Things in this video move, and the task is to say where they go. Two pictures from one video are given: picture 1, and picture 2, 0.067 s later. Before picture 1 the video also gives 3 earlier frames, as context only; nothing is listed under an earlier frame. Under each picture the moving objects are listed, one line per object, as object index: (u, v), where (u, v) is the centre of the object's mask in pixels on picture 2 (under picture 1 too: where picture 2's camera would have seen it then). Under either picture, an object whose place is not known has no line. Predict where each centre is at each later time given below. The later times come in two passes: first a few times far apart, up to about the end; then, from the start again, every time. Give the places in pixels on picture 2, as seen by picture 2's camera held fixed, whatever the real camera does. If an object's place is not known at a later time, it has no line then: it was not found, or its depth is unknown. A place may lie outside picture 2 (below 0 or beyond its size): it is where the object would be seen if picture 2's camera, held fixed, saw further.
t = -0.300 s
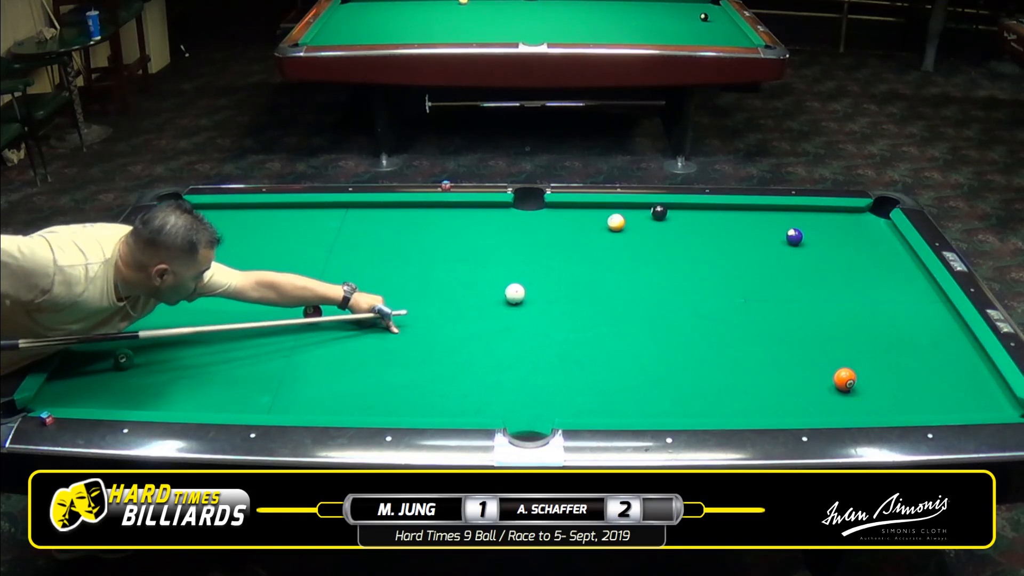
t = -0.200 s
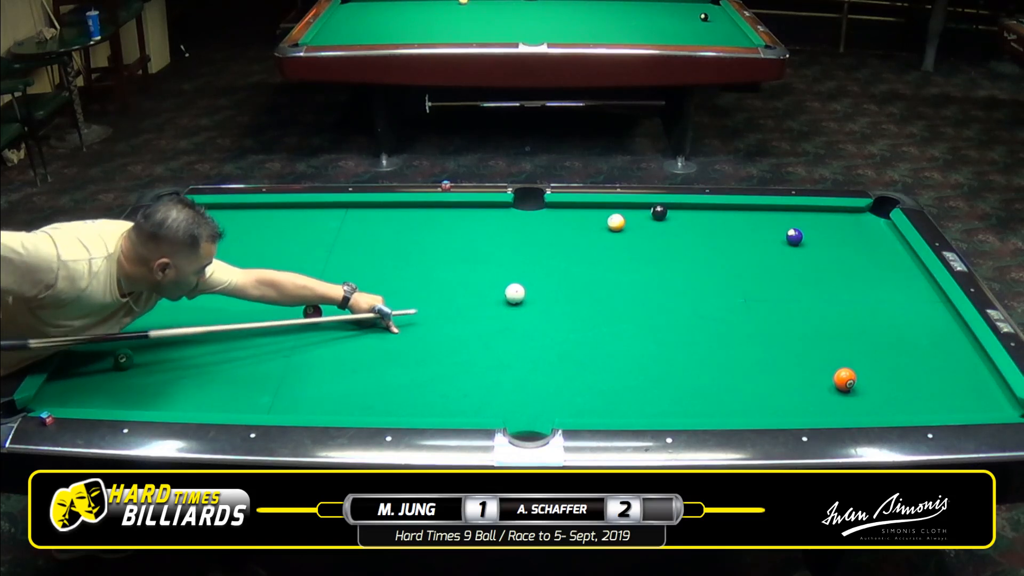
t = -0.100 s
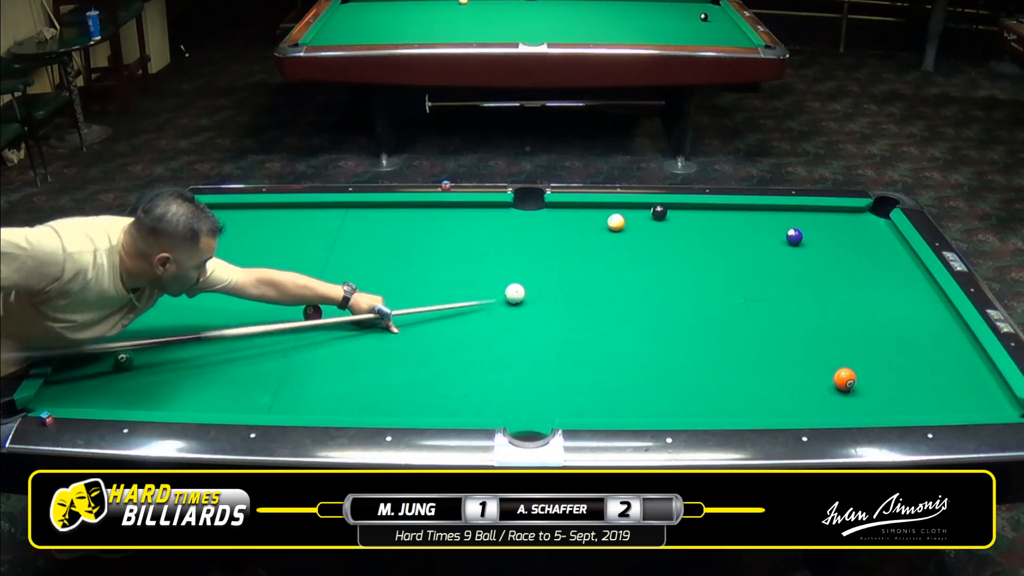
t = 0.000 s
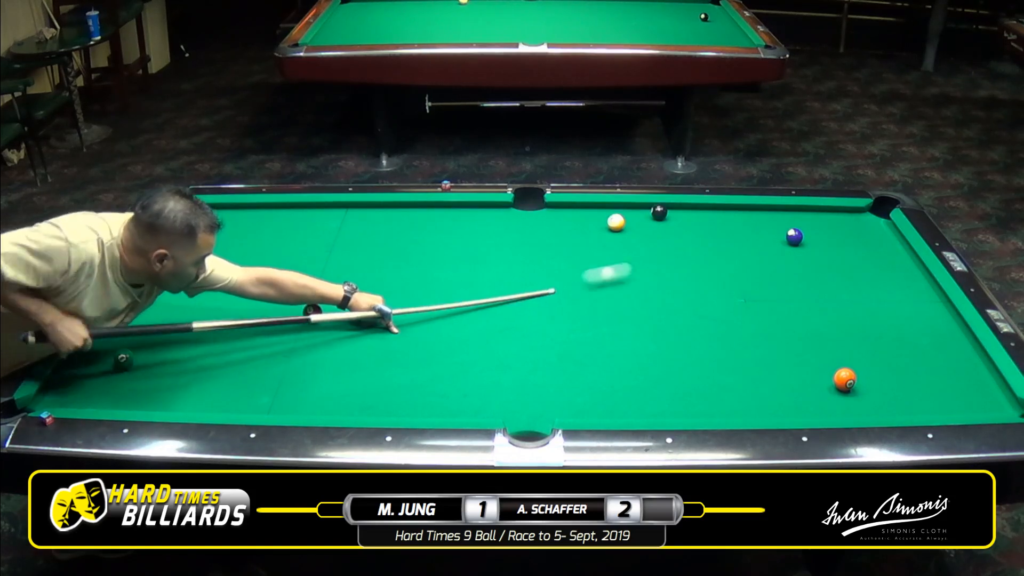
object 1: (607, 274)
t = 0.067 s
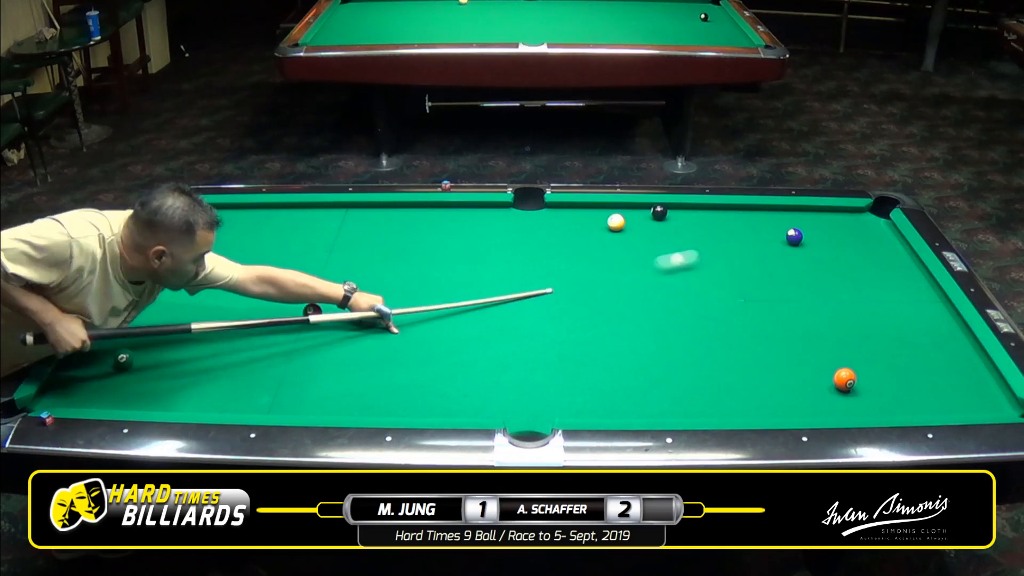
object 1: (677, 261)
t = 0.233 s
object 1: (786, 242)
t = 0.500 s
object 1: (787, 256)
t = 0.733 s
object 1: (784, 269)
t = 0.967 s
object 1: (782, 280)
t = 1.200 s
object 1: (779, 293)
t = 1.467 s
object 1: (777, 306)
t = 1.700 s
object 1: (774, 317)
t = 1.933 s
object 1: (772, 329)
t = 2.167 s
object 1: (771, 339)
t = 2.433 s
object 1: (769, 351)
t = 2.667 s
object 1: (767, 361)
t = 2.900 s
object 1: (766, 370)
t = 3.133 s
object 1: (766, 379)
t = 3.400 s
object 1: (765, 388)
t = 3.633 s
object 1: (764, 395)
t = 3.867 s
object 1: (763, 402)
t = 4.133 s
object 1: (763, 407)
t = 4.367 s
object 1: (762, 410)
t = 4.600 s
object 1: (760, 410)
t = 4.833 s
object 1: (759, 409)
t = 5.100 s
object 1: (759, 409)
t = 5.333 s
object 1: (760, 409)
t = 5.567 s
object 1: (760, 409)
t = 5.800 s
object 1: (760, 409)
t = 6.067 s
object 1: (760, 409)
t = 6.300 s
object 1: (760, 409)
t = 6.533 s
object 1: (760, 409)
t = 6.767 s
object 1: (760, 409)
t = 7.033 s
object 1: (760, 409)
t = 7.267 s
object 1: (760, 409)
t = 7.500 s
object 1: (760, 409)
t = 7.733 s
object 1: (760, 409)
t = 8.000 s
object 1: (760, 409)
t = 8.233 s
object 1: (760, 409)
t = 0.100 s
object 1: (708, 255)
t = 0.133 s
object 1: (737, 249)
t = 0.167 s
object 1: (765, 243)
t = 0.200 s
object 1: (783, 241)
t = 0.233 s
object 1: (786, 242)
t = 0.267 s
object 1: (788, 244)
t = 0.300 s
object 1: (789, 246)
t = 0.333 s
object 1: (789, 248)
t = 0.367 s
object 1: (788, 249)
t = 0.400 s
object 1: (788, 251)
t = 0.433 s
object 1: (787, 253)
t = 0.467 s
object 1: (787, 255)
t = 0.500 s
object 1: (787, 256)
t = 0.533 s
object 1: (786, 258)
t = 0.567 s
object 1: (786, 260)
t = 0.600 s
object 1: (786, 262)
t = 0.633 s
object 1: (785, 263)
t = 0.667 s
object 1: (785, 265)
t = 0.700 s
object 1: (785, 267)
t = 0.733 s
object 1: (784, 269)
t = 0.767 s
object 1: (784, 270)
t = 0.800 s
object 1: (783, 272)
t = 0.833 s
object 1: (783, 274)
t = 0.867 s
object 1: (783, 276)
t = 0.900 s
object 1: (782, 277)
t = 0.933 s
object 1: (782, 279)
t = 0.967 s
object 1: (782, 280)
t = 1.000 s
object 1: (781, 282)
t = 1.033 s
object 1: (781, 284)
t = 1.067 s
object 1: (781, 286)
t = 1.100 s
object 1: (780, 287)
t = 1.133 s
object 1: (780, 289)
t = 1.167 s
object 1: (780, 291)
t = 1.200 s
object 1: (779, 293)
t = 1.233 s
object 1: (779, 294)
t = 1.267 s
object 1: (779, 296)
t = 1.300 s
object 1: (778, 298)
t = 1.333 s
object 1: (778, 299)
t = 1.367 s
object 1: (778, 301)
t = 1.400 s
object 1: (777, 303)
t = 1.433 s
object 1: (777, 304)
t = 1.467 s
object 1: (777, 306)
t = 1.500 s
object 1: (776, 307)
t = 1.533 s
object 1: (776, 309)
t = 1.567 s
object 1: (776, 311)
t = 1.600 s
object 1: (775, 313)
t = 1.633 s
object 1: (775, 314)
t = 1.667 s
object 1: (775, 316)
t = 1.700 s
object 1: (774, 317)
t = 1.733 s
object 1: (774, 319)
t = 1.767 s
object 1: (774, 321)
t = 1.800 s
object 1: (773, 322)
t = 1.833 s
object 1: (773, 324)
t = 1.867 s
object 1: (773, 325)
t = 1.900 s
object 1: (773, 327)
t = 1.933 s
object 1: (772, 329)
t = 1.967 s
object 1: (772, 330)
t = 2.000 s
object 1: (772, 332)
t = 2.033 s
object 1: (772, 333)
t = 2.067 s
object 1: (771, 335)
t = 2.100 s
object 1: (771, 336)
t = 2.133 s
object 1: (771, 338)
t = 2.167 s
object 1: (771, 339)
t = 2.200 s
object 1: (770, 341)
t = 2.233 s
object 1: (770, 342)
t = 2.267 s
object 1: (770, 344)
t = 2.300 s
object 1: (770, 346)
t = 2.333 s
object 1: (769, 347)
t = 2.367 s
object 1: (769, 348)
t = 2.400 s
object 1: (769, 350)
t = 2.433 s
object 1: (769, 351)
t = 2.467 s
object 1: (769, 353)
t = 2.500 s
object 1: (768, 354)
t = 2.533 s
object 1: (768, 356)
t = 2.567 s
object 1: (768, 357)
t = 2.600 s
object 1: (768, 358)
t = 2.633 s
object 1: (768, 360)
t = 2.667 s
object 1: (767, 361)
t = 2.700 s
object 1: (767, 363)
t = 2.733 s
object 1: (767, 364)
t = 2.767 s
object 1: (767, 365)
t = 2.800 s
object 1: (767, 367)
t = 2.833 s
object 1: (767, 368)
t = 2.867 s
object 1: (767, 369)
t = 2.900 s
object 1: (766, 370)
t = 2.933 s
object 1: (766, 372)
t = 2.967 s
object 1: (766, 373)
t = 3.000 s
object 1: (766, 374)
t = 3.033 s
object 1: (766, 376)
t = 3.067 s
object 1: (766, 377)
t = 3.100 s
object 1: (766, 378)
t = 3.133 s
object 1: (766, 379)
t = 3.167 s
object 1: (766, 380)
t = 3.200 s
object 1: (765, 382)
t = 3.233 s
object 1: (765, 383)
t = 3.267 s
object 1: (765, 384)
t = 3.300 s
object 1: (765, 385)
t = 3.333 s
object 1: (765, 386)
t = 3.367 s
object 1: (765, 387)
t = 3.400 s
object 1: (765, 388)
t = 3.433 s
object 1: (765, 389)
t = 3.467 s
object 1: (765, 390)
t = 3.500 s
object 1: (765, 391)
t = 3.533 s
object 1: (764, 393)
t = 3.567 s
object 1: (764, 394)
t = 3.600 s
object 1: (764, 395)
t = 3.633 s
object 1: (764, 395)
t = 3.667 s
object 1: (764, 396)
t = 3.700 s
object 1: (764, 397)
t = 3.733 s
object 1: (764, 398)
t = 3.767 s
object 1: (764, 399)
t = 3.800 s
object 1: (764, 400)
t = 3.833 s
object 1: (763, 401)
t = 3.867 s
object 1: (763, 402)
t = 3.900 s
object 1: (763, 403)
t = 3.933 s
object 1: (763, 404)
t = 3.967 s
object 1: (763, 404)
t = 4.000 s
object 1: (763, 405)
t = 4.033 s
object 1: (763, 406)
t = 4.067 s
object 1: (763, 406)
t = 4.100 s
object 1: (763, 407)
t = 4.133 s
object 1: (763, 407)
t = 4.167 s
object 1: (763, 408)
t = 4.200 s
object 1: (762, 408)
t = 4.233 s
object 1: (762, 408)
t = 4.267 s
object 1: (762, 409)
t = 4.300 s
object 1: (762, 409)
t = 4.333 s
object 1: (762, 410)
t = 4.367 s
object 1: (762, 410)
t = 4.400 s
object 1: (761, 410)
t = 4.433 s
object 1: (761, 411)
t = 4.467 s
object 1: (761, 411)
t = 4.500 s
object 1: (761, 411)
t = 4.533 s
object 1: (760, 410)
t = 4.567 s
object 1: (760, 410)
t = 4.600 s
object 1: (760, 410)
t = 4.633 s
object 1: (760, 410)
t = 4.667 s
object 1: (760, 410)
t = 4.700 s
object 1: (760, 410)
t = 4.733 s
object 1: (760, 409)
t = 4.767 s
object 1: (759, 409)
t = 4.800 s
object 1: (759, 409)
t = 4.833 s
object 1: (759, 409)
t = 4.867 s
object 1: (759, 409)
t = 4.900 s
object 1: (759, 409)
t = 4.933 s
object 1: (759, 409)
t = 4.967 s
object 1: (759, 409)
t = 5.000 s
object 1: (759, 409)
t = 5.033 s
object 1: (760, 409)
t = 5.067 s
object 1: (759, 409)
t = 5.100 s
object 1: (759, 409)
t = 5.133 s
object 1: (759, 409)
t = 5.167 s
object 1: (759, 409)
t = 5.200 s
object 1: (759, 409)
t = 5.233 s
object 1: (760, 409)
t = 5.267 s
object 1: (759, 409)
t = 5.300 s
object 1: (760, 409)
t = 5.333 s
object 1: (760, 409)
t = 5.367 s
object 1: (760, 409)
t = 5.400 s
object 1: (760, 409)
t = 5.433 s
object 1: (760, 409)
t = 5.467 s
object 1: (760, 409)
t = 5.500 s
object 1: (760, 409)
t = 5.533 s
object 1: (760, 409)
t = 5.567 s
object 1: (760, 409)
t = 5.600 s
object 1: (760, 409)
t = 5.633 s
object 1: (760, 409)
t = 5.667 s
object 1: (760, 409)
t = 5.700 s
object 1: (760, 409)
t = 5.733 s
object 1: (760, 409)
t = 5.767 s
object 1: (760, 409)
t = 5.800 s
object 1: (760, 409)
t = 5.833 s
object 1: (760, 409)
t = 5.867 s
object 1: (760, 409)
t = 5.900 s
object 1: (760, 409)
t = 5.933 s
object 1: (760, 409)
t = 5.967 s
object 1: (760, 409)
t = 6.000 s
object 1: (760, 409)
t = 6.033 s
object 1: (760, 409)
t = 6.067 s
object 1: (760, 409)
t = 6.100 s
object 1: (760, 409)
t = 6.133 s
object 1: (760, 409)
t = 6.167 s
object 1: (760, 409)
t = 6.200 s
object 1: (760, 409)
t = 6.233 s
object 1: (760, 409)
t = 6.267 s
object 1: (760, 409)
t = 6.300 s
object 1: (760, 409)
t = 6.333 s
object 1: (760, 409)
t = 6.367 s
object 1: (760, 409)
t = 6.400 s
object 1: (760, 409)
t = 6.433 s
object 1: (760, 409)
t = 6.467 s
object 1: (760, 409)
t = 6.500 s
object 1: (760, 409)
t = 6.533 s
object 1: (760, 409)
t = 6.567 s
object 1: (760, 409)
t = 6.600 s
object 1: (760, 409)
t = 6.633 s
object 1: (760, 409)
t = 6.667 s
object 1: (760, 409)
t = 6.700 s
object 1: (760, 409)
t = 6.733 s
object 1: (760, 409)
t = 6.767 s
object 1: (760, 409)
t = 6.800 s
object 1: (760, 409)
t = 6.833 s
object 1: (760, 409)
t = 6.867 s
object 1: (760, 409)
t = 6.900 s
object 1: (760, 409)
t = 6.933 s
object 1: (760, 409)
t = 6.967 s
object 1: (760, 409)
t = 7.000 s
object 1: (760, 409)
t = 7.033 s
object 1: (760, 409)
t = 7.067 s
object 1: (760, 409)
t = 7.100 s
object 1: (760, 409)
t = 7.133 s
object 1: (760, 409)
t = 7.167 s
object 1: (760, 409)
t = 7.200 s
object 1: (760, 409)
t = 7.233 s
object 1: (760, 409)
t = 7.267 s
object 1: (760, 409)
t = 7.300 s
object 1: (760, 409)
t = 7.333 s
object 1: (760, 409)
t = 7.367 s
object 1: (760, 409)
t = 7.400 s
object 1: (760, 409)
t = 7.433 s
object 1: (760, 409)
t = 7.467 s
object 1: (760, 409)
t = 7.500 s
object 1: (760, 409)
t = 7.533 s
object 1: (760, 409)
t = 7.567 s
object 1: (760, 409)
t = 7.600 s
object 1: (760, 409)
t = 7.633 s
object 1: (760, 409)
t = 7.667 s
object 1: (760, 409)
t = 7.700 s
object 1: (760, 409)
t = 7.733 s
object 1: (760, 409)
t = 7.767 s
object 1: (760, 409)
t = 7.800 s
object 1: (760, 409)
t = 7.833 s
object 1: (760, 409)
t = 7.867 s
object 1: (760, 409)
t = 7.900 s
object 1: (760, 409)
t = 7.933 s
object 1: (760, 409)
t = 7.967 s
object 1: (760, 409)
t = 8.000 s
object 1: (760, 409)
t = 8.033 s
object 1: (760, 409)
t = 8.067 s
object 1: (760, 409)
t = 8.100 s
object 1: (760, 409)
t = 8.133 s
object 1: (760, 409)
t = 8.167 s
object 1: (760, 409)
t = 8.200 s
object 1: (760, 409)
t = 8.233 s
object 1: (760, 409)
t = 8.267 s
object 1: (760, 409)
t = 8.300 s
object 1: (760, 409)
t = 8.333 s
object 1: (760, 409)
